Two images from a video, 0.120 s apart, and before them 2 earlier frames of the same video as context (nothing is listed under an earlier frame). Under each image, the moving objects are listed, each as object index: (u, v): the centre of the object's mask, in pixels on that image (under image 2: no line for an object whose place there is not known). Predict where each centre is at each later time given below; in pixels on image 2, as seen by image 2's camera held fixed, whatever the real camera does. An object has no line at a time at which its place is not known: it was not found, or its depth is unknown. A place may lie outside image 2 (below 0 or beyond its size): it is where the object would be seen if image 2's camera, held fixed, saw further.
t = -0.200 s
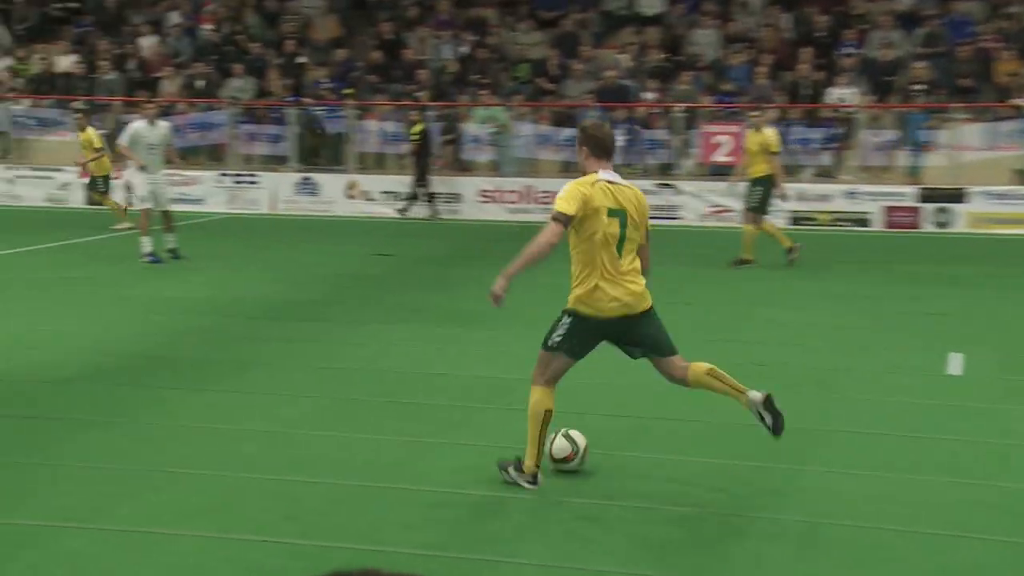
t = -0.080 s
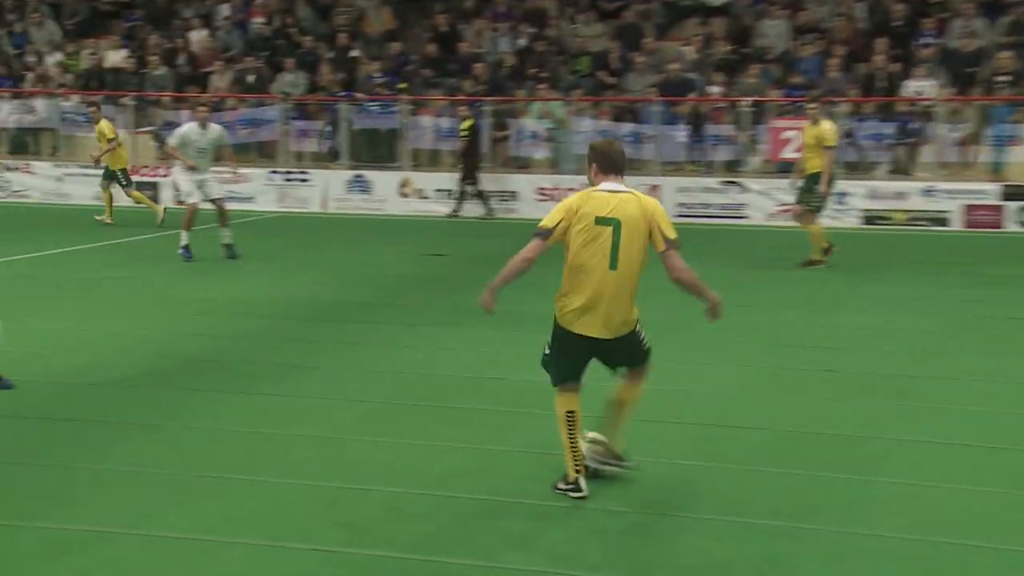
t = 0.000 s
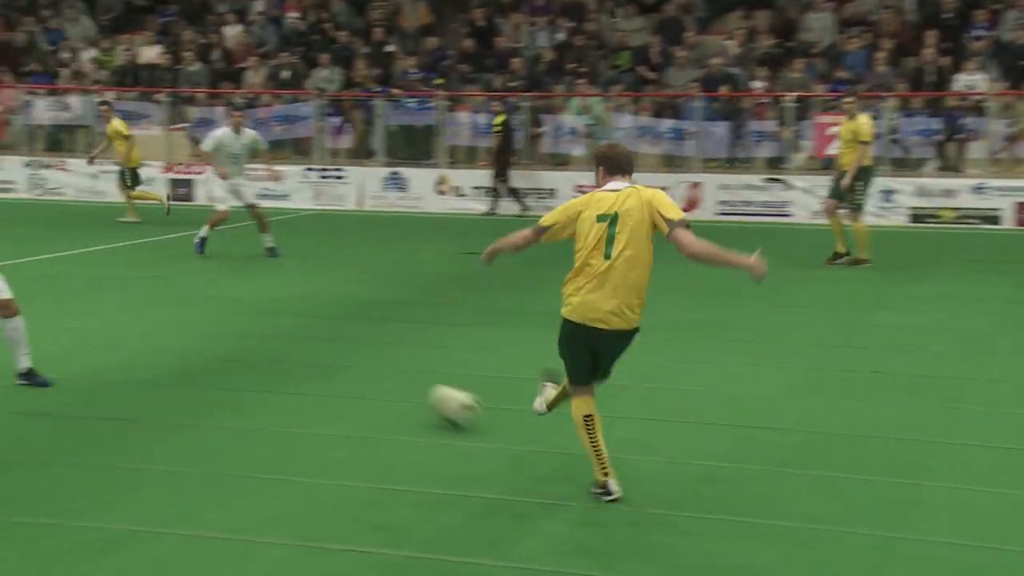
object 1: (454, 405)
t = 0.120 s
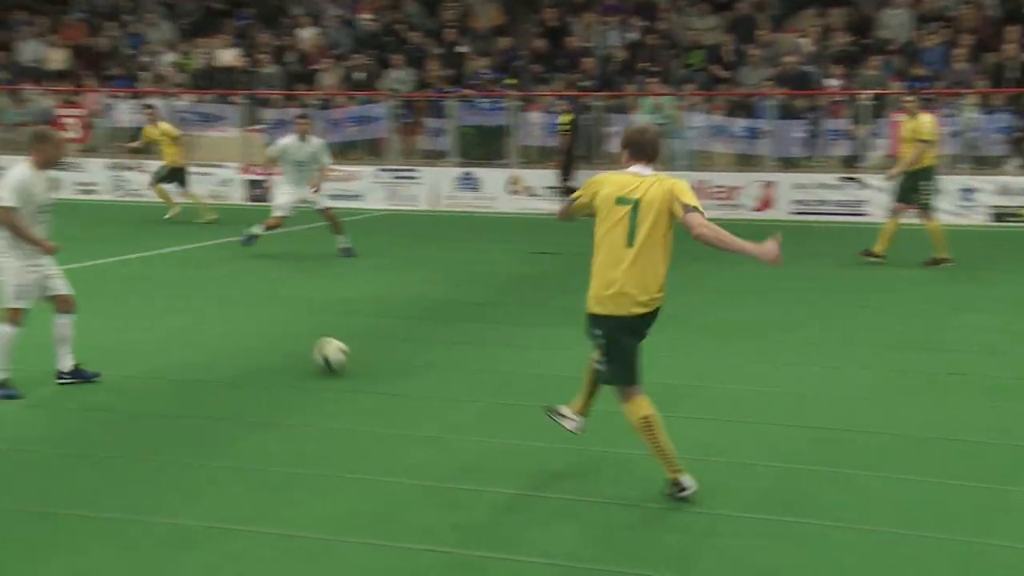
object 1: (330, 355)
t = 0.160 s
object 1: (278, 344)
